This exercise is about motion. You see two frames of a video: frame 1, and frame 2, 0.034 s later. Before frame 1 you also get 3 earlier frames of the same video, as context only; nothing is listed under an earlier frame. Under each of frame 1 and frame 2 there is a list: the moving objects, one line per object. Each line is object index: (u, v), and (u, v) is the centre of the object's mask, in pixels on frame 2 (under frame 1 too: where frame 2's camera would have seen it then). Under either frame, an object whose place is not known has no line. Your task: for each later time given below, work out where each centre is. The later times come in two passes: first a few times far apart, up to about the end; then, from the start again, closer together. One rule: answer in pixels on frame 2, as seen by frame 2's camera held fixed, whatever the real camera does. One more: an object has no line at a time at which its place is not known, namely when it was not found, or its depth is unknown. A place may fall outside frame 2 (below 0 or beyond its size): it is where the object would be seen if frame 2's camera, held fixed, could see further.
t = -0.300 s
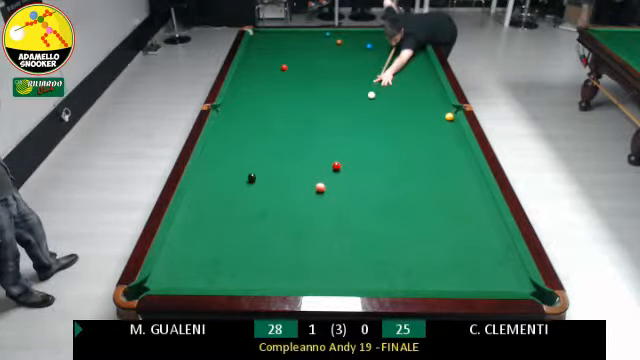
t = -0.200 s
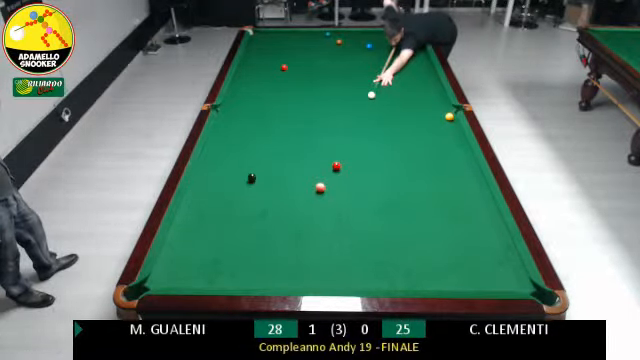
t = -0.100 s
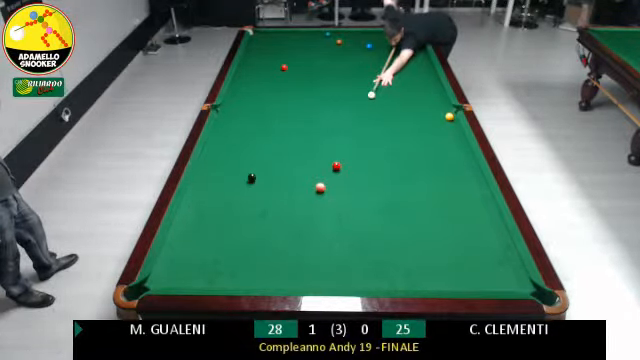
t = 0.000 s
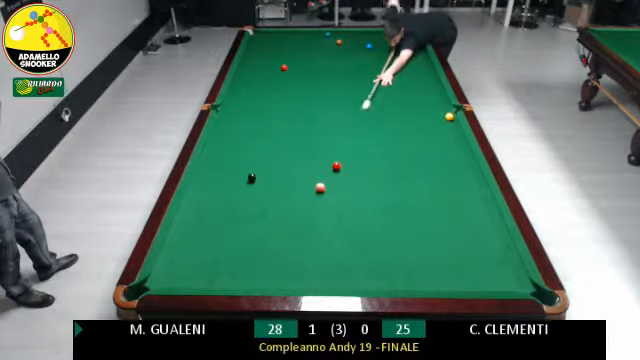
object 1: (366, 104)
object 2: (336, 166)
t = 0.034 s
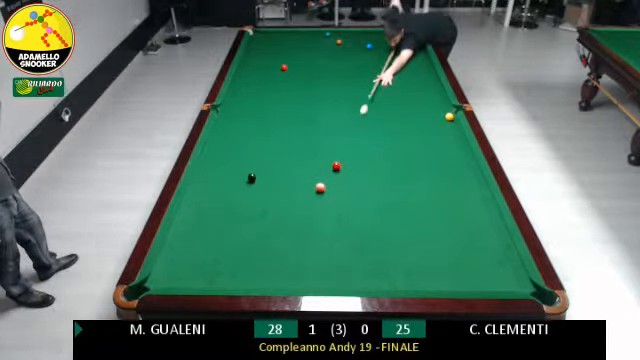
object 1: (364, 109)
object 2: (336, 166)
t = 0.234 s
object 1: (347, 140)
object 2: (336, 166)
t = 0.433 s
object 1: (330, 162)
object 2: (334, 183)
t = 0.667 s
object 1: (310, 172)
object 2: (329, 225)
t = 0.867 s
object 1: (293, 183)
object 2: (324, 265)
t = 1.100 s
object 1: (272, 195)
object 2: (319, 262)
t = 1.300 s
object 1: (253, 206)
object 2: (315, 233)
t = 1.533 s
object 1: (231, 219)
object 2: (312, 205)
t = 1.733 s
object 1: (211, 231)
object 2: (310, 184)
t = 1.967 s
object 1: (188, 244)
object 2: (307, 164)
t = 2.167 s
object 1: (167, 256)
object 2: (306, 149)
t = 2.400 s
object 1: (167, 268)
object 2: (303, 133)
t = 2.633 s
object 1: (175, 277)
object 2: (301, 120)
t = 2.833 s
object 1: (183, 282)
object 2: (300, 109)
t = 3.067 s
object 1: (193, 277)
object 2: (299, 98)
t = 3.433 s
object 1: (210, 268)
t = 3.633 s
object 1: (216, 265)
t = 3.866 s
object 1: (223, 261)
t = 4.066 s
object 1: (227, 259)
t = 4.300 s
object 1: (231, 257)
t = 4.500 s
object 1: (234, 256)
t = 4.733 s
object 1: (237, 255)
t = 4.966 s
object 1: (238, 255)
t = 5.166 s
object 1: (239, 255)
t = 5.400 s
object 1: (239, 254)
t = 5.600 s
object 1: (239, 255)
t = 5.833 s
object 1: (239, 255)
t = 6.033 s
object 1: (239, 255)
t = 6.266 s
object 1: (239, 255)
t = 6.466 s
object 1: (239, 254)
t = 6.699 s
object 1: (239, 254)
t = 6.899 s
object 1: (239, 254)
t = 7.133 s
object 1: (239, 254)
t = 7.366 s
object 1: (239, 254)
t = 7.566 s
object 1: (239, 254)
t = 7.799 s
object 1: (239, 254)
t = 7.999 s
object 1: (239, 254)
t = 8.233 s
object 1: (239, 255)
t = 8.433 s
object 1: (239, 254)
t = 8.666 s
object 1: (239, 255)
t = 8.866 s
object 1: (239, 254)
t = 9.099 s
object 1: (239, 254)
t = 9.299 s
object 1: (239, 254)
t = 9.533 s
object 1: (239, 254)
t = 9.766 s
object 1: (239, 254)
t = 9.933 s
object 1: (239, 254)
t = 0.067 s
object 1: (361, 114)
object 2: (336, 166)
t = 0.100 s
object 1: (358, 119)
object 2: (336, 166)
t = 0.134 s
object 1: (356, 124)
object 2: (336, 166)
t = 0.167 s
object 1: (353, 129)
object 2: (336, 166)
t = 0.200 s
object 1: (350, 135)
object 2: (336, 166)
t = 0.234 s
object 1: (347, 140)
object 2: (336, 166)
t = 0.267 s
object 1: (344, 146)
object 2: (336, 166)
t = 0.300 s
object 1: (341, 152)
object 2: (336, 166)
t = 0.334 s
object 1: (338, 158)
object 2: (336, 166)
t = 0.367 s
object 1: (334, 160)
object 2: (336, 169)
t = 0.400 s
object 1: (332, 162)
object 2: (335, 177)
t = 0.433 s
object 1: (330, 162)
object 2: (334, 183)
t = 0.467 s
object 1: (327, 163)
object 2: (333, 189)
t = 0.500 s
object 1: (324, 164)
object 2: (332, 196)
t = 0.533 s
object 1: (321, 165)
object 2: (331, 201)
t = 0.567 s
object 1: (319, 167)
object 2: (331, 207)
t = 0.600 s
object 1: (315, 169)
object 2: (330, 214)
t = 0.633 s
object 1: (313, 171)
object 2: (329, 219)
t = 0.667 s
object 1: (310, 172)
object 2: (329, 225)
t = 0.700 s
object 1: (307, 174)
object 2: (328, 231)
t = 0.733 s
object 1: (305, 176)
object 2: (327, 237)
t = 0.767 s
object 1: (301, 177)
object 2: (326, 244)
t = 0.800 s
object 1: (298, 179)
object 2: (326, 251)
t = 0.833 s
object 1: (296, 181)
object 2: (325, 259)
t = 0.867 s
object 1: (293, 183)
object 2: (324, 265)
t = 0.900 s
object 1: (290, 184)
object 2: (323, 272)
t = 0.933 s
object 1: (287, 186)
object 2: (322, 279)
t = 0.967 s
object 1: (284, 188)
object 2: (321, 282)
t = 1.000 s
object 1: (281, 190)
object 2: (320, 279)
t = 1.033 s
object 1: (278, 191)
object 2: (320, 272)
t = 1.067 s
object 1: (275, 193)
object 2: (320, 266)
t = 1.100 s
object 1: (272, 195)
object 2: (319, 262)
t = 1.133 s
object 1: (268, 197)
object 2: (318, 258)
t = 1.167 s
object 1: (265, 199)
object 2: (318, 251)
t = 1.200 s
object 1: (262, 201)
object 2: (316, 247)
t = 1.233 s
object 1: (259, 202)
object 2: (316, 242)
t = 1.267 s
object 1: (256, 204)
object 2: (315, 237)
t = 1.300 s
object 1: (253, 206)
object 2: (315, 233)
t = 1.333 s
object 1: (250, 208)
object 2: (315, 229)
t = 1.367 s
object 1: (247, 210)
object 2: (314, 225)
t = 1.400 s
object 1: (244, 212)
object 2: (314, 221)
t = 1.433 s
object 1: (240, 213)
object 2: (314, 216)
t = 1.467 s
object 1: (237, 215)
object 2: (313, 213)
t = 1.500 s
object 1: (234, 217)
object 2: (313, 209)
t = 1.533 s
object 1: (231, 219)
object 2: (312, 205)
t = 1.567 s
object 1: (227, 221)
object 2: (312, 202)
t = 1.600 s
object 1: (224, 223)
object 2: (312, 197)
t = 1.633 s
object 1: (221, 225)
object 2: (311, 195)
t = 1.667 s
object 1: (218, 226)
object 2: (311, 191)
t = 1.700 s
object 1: (214, 229)
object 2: (310, 188)
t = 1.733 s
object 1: (211, 231)
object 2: (310, 184)
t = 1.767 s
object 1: (208, 233)
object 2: (309, 181)
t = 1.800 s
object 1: (204, 235)
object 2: (309, 178)
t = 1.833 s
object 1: (201, 237)
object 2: (309, 176)
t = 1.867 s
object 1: (197, 238)
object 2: (308, 172)
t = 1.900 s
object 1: (195, 240)
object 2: (308, 170)
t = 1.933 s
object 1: (191, 243)
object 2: (308, 167)
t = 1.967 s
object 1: (188, 244)
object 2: (307, 164)
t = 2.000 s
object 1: (184, 246)
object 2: (307, 162)
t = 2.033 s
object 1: (181, 248)
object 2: (307, 158)
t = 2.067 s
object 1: (178, 250)
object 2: (307, 156)
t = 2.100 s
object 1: (174, 252)
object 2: (306, 154)
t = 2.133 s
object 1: (170, 254)
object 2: (306, 151)
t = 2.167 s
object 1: (167, 256)
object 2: (306, 149)
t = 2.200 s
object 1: (163, 258)
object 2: (305, 146)
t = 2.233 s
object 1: (162, 260)
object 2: (305, 144)
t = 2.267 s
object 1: (162, 262)
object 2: (305, 141)
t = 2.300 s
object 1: (164, 263)
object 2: (304, 140)
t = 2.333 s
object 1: (165, 265)
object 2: (304, 137)
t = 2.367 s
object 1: (166, 266)
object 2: (304, 135)
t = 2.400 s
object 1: (167, 268)
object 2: (303, 133)
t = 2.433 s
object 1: (168, 269)
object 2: (303, 131)
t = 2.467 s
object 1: (169, 270)
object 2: (303, 131)
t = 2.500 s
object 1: (170, 272)
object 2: (303, 126)
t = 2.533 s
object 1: (171, 273)
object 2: (302, 124)
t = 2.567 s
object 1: (173, 274)
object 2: (302, 123)
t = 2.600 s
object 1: (174, 276)
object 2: (302, 121)
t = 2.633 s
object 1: (175, 277)
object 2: (301, 120)
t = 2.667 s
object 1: (176, 278)
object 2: (301, 117)
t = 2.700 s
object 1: (177, 280)
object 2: (301, 116)
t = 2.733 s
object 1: (178, 281)
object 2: (301, 114)
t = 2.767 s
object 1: (180, 282)
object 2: (300, 112)
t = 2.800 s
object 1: (181, 283)
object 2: (300, 110)
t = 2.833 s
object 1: (183, 282)
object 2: (300, 109)
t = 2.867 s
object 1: (184, 281)
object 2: (299, 107)
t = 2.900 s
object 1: (186, 280)
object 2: (299, 105)
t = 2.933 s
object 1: (187, 280)
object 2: (299, 104)
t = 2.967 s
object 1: (189, 279)
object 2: (299, 102)
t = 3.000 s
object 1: (190, 278)
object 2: (299, 101)
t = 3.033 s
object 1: (191, 278)
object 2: (299, 100)
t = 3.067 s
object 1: (193, 277)
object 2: (299, 98)
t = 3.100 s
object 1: (194, 276)
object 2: (298, 96)
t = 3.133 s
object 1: (196, 276)
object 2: (298, 94)
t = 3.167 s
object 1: (197, 275)
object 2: (298, 93)
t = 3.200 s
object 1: (199, 274)
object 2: (298, 92)
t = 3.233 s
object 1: (200, 274)
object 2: (298, 90)
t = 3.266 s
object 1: (203, 272)
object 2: (297, 88)
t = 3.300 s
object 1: (205, 270)
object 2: (297, 85)
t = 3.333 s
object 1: (206, 270)
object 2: (297, 85)
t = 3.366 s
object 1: (207, 269)
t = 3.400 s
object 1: (209, 269)
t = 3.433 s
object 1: (210, 268)
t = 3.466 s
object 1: (211, 268)
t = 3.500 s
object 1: (212, 267)
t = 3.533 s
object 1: (213, 266)
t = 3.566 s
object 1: (214, 266)
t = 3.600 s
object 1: (215, 265)
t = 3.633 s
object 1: (216, 265)
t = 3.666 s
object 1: (217, 264)
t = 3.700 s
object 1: (218, 264)
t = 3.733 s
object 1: (219, 263)
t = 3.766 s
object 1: (220, 263)
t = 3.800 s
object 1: (221, 262)
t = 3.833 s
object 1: (222, 262)
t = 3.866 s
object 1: (223, 261)
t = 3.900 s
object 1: (224, 261)
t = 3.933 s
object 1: (224, 260)
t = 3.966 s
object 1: (225, 260)
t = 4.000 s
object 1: (226, 260)
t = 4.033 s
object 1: (226, 259)
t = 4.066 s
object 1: (227, 259)
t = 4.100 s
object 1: (228, 259)
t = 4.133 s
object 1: (229, 259)
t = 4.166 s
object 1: (229, 258)
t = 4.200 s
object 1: (230, 258)
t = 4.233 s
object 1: (230, 258)
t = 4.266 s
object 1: (231, 257)
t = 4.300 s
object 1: (231, 257)
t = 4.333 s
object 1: (232, 257)
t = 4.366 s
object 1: (233, 257)
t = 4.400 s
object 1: (233, 257)
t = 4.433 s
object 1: (234, 256)
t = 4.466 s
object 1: (234, 256)
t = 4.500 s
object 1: (234, 256)
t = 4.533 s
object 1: (235, 256)
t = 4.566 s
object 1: (235, 256)
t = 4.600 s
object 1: (236, 256)
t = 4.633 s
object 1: (236, 255)
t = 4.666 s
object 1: (236, 255)
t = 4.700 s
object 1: (237, 255)
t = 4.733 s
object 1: (237, 255)
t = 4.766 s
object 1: (237, 255)
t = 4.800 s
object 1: (237, 255)
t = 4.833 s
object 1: (238, 255)
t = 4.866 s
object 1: (238, 254)
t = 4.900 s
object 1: (238, 255)
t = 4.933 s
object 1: (238, 255)
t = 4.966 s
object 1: (238, 255)
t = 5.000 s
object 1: (238, 255)
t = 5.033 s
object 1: (239, 255)
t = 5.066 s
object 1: (239, 255)
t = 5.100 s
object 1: (239, 255)
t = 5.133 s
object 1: (239, 255)
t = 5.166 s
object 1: (239, 255)
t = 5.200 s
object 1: (239, 255)
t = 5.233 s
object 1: (239, 255)
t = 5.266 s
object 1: (239, 254)
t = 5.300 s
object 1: (239, 254)
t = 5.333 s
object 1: (239, 254)
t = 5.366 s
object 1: (239, 255)
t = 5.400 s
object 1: (239, 254)
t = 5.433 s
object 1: (239, 254)
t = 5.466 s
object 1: (239, 254)
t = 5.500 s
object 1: (239, 254)
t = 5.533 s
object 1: (239, 255)
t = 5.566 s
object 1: (239, 254)
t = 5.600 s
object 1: (239, 255)
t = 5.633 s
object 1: (239, 255)
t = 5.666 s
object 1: (239, 255)
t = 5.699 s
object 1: (239, 255)
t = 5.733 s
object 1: (239, 255)
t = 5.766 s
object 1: (239, 255)
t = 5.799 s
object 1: (239, 255)
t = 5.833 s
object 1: (239, 255)
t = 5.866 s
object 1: (239, 255)
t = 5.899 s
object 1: (239, 255)
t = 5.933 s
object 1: (239, 255)
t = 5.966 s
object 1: (239, 255)
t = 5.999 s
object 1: (239, 255)
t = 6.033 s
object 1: (239, 255)
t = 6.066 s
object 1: (239, 255)
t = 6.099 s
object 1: (239, 255)
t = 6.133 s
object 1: (239, 255)
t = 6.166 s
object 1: (239, 255)
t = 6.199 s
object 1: (239, 255)
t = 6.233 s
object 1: (239, 255)
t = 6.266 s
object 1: (239, 255)
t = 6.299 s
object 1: (239, 255)
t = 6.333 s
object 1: (239, 255)
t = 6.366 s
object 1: (239, 255)
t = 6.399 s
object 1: (239, 255)
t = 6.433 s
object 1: (239, 255)
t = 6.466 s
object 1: (239, 254)
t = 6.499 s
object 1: (239, 254)
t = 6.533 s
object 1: (239, 254)
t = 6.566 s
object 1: (239, 255)
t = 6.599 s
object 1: (239, 254)
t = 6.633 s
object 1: (239, 255)
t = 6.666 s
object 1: (239, 254)
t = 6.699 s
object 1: (239, 254)
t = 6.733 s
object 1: (239, 254)
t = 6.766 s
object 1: (239, 254)
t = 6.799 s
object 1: (239, 254)
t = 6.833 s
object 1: (239, 254)
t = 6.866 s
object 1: (239, 255)
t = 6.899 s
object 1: (239, 254)
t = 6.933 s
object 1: (239, 254)
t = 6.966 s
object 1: (239, 254)
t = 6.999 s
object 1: (239, 254)
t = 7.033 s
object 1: (239, 255)
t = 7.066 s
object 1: (239, 254)
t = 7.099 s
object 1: (239, 254)
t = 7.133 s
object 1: (239, 254)
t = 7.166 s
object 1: (239, 254)
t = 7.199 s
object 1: (239, 254)
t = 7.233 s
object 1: (239, 254)
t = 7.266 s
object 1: (239, 254)
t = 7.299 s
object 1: (239, 255)
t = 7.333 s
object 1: (239, 254)
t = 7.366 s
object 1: (239, 254)
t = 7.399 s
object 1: (239, 254)
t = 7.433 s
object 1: (239, 255)
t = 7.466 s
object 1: (239, 254)
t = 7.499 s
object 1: (239, 254)
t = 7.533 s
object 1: (239, 254)
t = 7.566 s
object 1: (239, 254)
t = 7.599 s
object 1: (239, 254)
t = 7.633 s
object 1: (239, 254)
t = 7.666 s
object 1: (239, 254)
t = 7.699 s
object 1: (239, 254)
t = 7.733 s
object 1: (239, 254)
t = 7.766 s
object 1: (239, 254)
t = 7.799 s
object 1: (239, 254)
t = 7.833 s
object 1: (239, 254)
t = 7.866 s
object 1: (239, 254)
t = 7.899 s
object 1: (239, 254)
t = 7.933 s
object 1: (239, 254)
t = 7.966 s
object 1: (239, 254)
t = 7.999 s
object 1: (239, 254)
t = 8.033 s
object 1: (239, 254)
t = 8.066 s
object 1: (239, 254)
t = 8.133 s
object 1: (239, 254)
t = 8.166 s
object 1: (239, 255)
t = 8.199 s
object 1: (239, 254)
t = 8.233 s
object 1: (239, 255)
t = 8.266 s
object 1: (239, 254)
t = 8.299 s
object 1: (239, 254)
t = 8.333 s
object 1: (239, 254)
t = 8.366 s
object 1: (239, 254)
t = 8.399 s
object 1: (239, 255)
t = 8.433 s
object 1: (239, 254)
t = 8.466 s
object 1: (239, 255)
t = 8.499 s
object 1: (239, 254)
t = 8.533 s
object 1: (239, 254)
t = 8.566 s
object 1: (239, 254)
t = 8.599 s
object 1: (239, 254)
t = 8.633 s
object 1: (239, 254)
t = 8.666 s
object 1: (239, 255)
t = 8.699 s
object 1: (239, 255)
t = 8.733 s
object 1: (239, 255)
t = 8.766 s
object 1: (239, 254)
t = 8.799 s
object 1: (239, 254)
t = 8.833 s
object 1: (239, 254)
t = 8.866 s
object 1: (239, 254)
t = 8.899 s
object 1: (239, 254)
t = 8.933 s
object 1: (239, 254)
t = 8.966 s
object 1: (239, 254)
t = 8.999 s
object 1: (239, 254)
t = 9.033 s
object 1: (239, 254)
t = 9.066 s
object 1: (239, 254)
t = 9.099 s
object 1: (239, 254)
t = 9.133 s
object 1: (239, 254)
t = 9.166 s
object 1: (239, 254)
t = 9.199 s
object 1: (239, 254)
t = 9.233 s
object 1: (239, 254)
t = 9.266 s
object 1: (239, 254)
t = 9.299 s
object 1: (239, 254)
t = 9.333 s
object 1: (239, 254)
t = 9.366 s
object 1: (239, 254)
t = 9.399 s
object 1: (239, 254)
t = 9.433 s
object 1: (239, 254)
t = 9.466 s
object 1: (239, 255)
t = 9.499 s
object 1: (239, 254)
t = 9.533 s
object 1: (239, 254)
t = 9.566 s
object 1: (239, 254)
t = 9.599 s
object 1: (239, 254)
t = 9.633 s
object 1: (239, 254)
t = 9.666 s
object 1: (239, 254)
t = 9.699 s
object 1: (239, 254)
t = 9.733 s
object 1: (239, 254)
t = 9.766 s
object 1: (239, 254)
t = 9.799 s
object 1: (239, 255)
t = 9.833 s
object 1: (239, 254)
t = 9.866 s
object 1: (239, 254)
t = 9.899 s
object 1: (239, 254)
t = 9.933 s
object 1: (239, 254)
